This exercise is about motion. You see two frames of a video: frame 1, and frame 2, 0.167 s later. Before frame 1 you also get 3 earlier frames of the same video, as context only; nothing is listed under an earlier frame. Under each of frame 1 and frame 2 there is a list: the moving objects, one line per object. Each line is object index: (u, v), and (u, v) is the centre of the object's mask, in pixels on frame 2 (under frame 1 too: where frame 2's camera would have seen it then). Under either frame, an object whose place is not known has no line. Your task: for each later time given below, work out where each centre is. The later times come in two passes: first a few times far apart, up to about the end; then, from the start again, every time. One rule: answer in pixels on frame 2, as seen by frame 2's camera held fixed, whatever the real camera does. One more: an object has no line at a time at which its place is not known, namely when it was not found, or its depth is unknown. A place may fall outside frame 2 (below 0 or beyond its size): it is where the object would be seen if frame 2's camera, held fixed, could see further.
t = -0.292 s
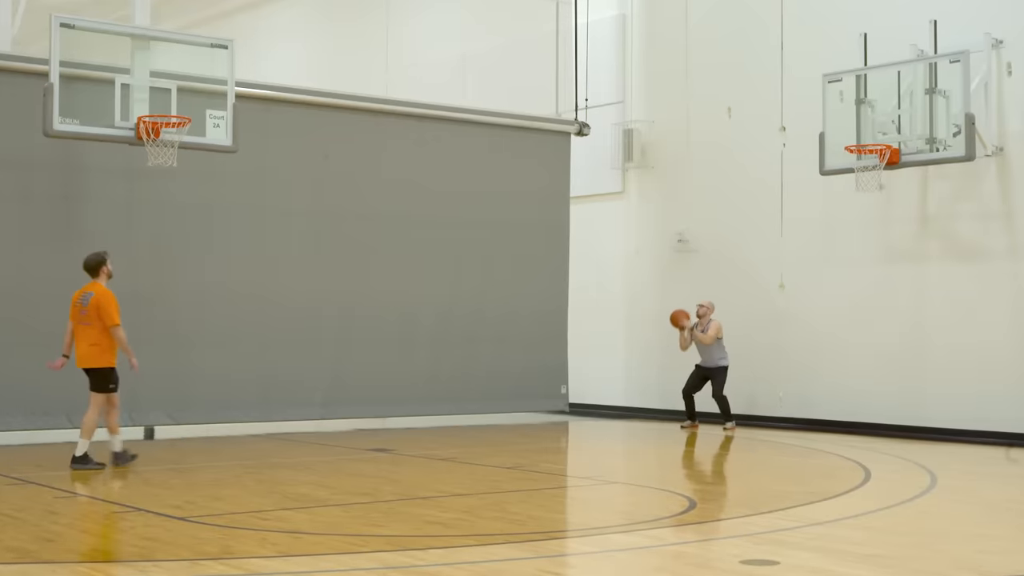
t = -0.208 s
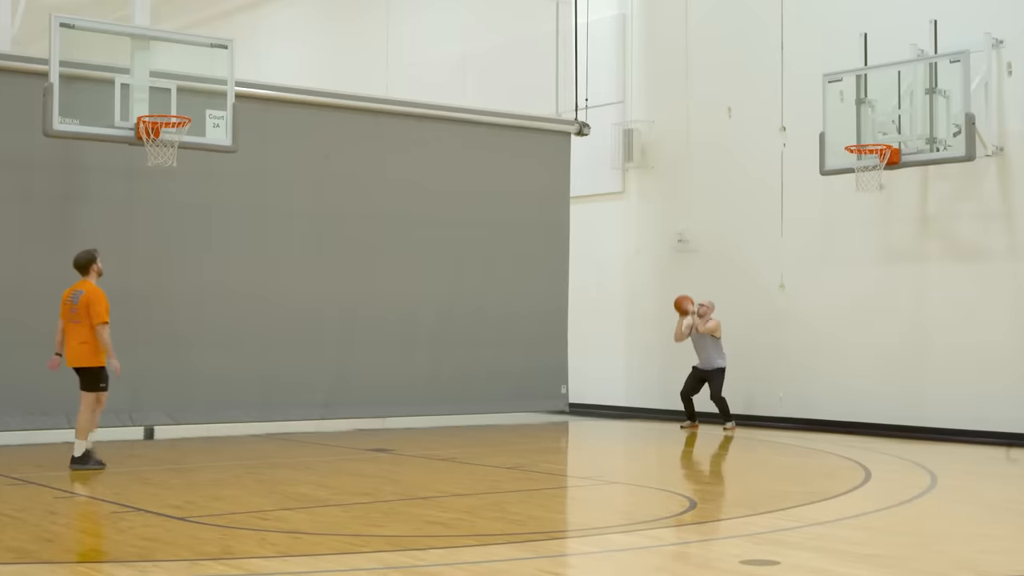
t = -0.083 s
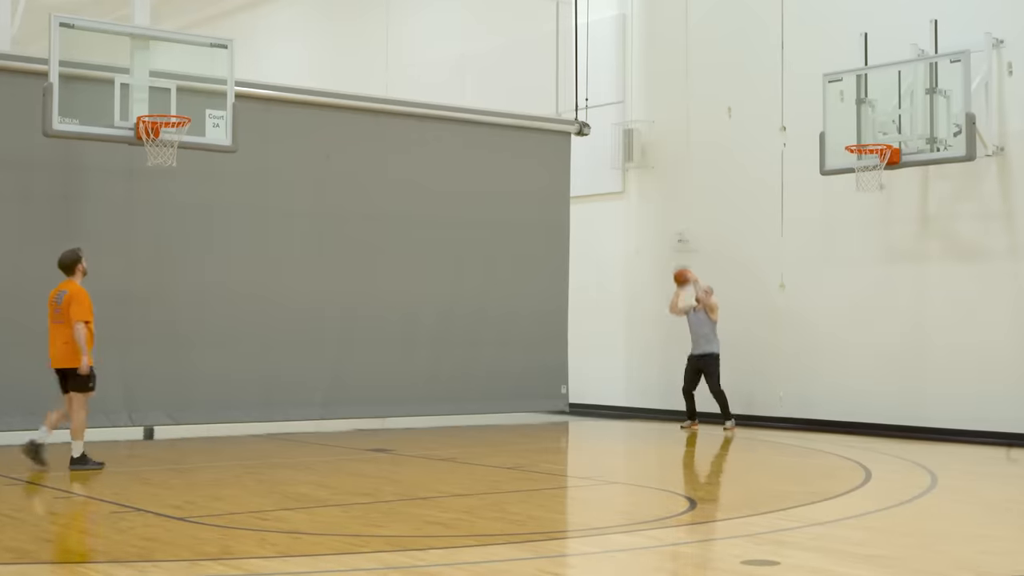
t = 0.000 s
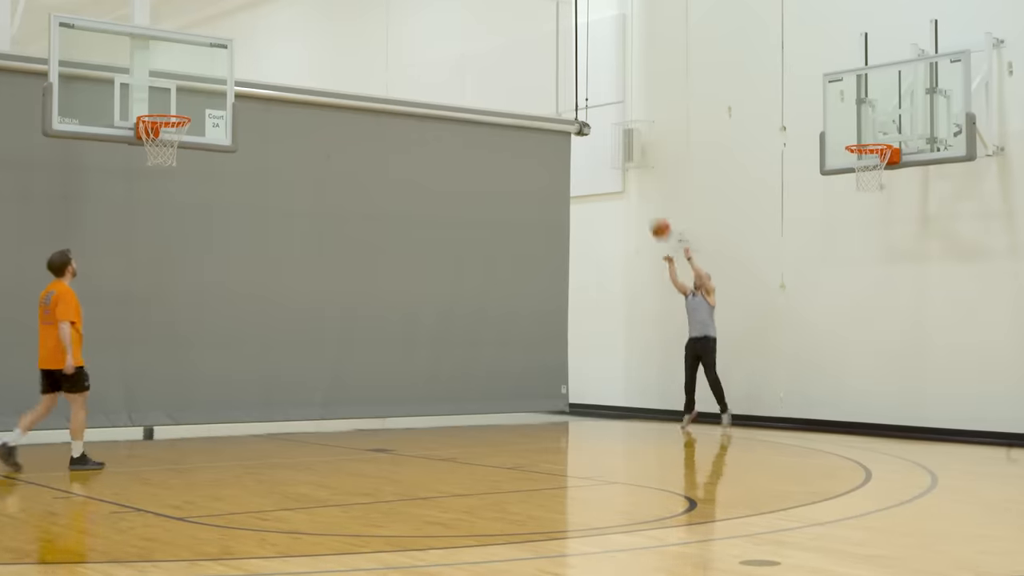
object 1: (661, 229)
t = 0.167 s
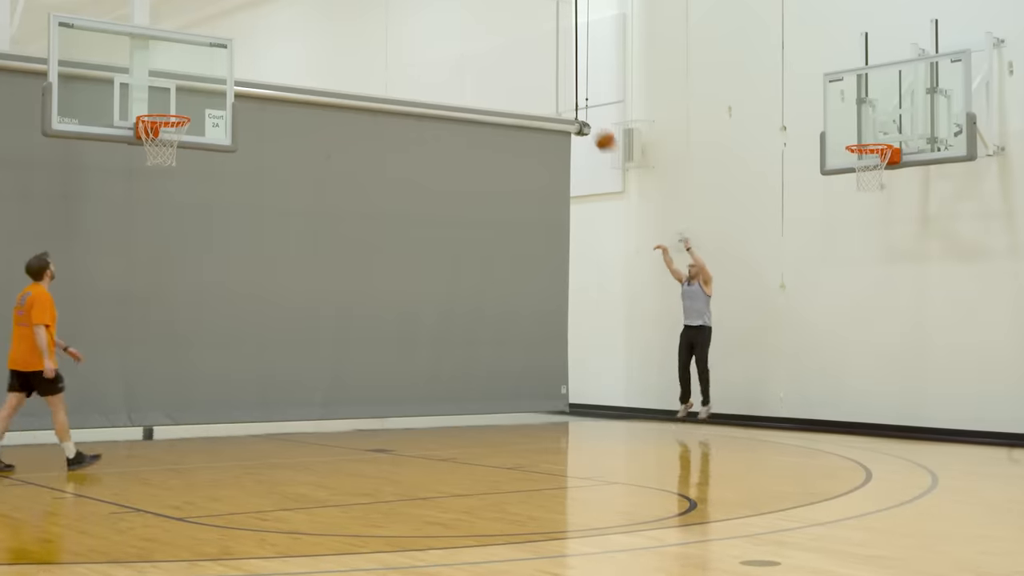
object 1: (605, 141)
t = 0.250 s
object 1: (576, 104)
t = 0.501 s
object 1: (483, 23)
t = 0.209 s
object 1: (591, 121)
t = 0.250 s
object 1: (576, 104)
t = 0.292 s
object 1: (560, 87)
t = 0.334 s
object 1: (546, 71)
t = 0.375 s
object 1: (530, 57)
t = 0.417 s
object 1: (515, 44)
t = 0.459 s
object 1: (499, 33)
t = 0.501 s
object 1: (483, 23)
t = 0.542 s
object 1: (467, 14)
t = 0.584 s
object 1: (451, 9)
